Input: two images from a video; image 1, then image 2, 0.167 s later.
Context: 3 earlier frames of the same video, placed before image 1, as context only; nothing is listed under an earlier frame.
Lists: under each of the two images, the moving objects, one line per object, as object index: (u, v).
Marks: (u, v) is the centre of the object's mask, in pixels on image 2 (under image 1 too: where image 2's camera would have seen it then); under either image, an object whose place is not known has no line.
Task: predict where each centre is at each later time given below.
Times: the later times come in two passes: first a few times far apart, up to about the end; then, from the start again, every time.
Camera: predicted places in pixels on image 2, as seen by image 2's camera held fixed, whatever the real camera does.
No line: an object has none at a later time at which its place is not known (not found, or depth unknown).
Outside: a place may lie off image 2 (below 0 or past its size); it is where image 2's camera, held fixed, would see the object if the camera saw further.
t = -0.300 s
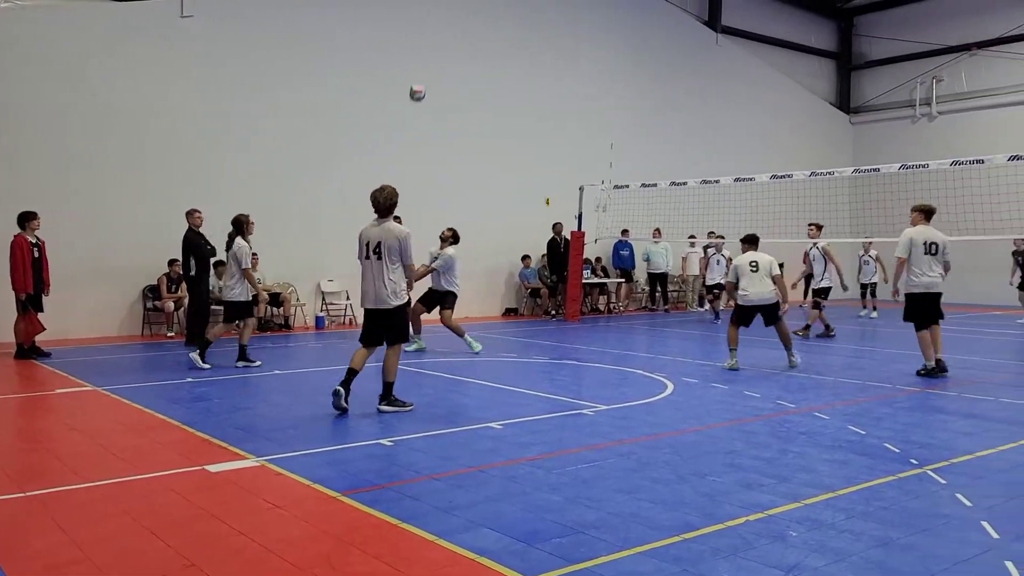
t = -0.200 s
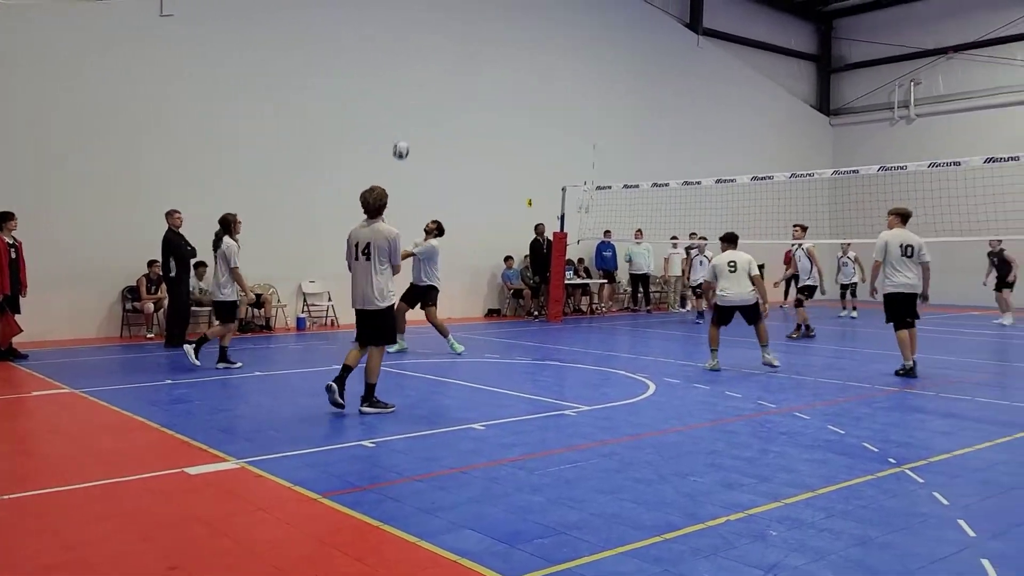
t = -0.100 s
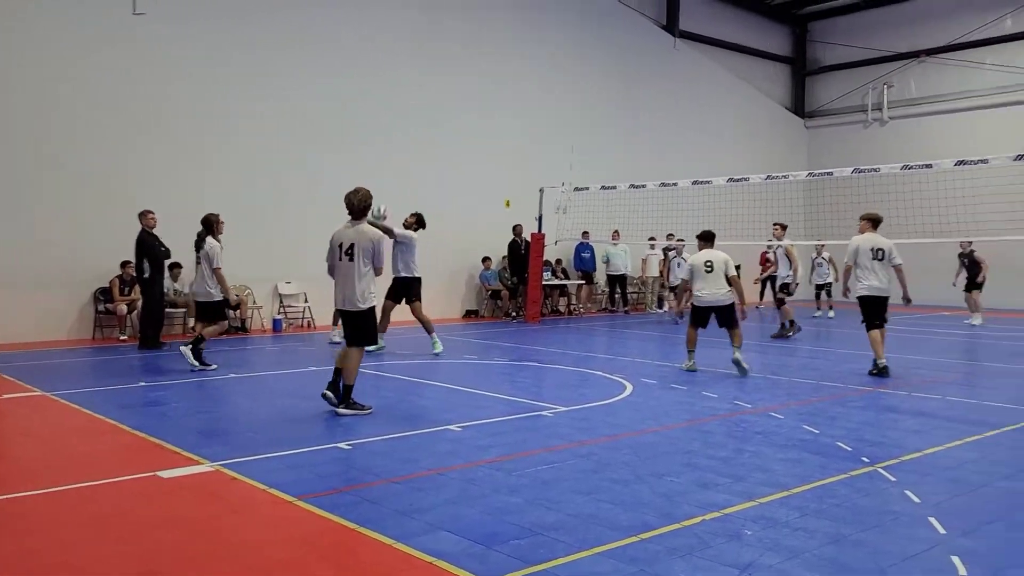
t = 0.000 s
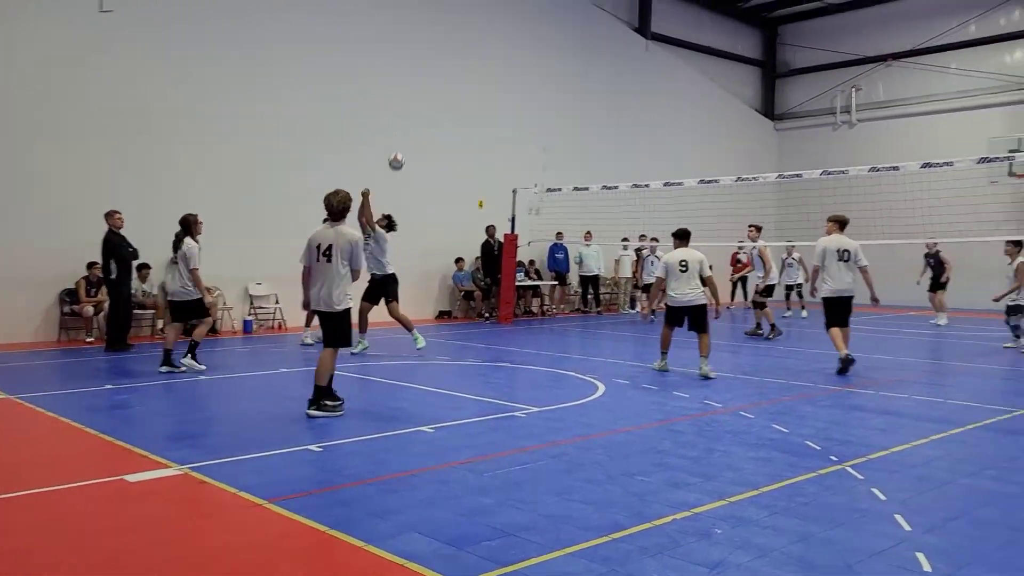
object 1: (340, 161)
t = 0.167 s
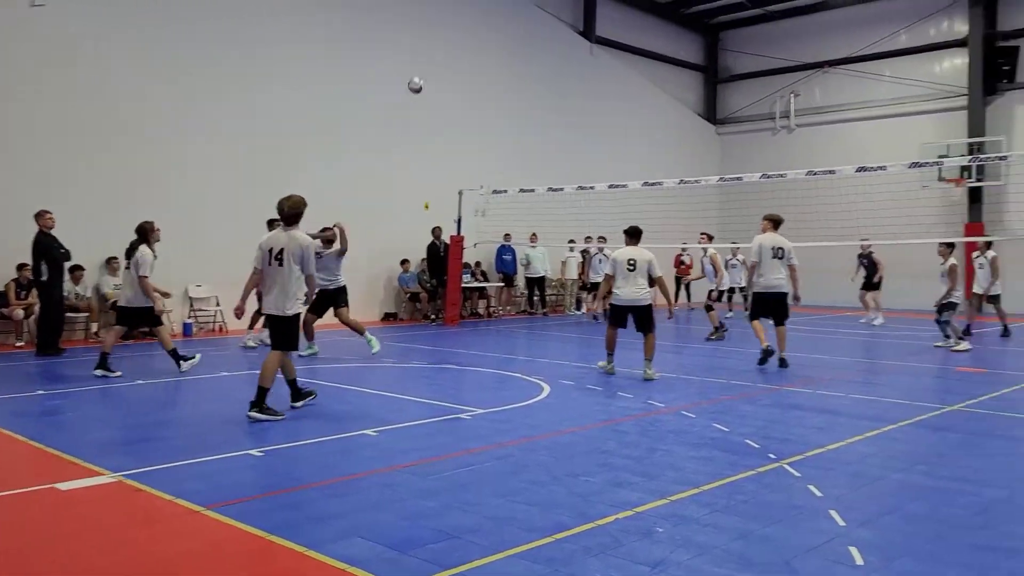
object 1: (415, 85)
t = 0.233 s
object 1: (444, 62)
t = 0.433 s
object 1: (522, 18)
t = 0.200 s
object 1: (430, 73)
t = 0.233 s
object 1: (444, 62)
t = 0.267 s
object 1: (458, 53)
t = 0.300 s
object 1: (471, 43)
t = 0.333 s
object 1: (484, 36)
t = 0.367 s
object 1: (497, 29)
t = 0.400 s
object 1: (510, 23)
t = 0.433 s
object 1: (522, 18)
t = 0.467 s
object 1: (535, 14)
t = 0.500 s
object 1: (547, 11)
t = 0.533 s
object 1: (558, 8)
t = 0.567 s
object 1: (570, 7)
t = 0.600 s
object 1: (581, 7)
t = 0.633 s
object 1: (593, 6)
